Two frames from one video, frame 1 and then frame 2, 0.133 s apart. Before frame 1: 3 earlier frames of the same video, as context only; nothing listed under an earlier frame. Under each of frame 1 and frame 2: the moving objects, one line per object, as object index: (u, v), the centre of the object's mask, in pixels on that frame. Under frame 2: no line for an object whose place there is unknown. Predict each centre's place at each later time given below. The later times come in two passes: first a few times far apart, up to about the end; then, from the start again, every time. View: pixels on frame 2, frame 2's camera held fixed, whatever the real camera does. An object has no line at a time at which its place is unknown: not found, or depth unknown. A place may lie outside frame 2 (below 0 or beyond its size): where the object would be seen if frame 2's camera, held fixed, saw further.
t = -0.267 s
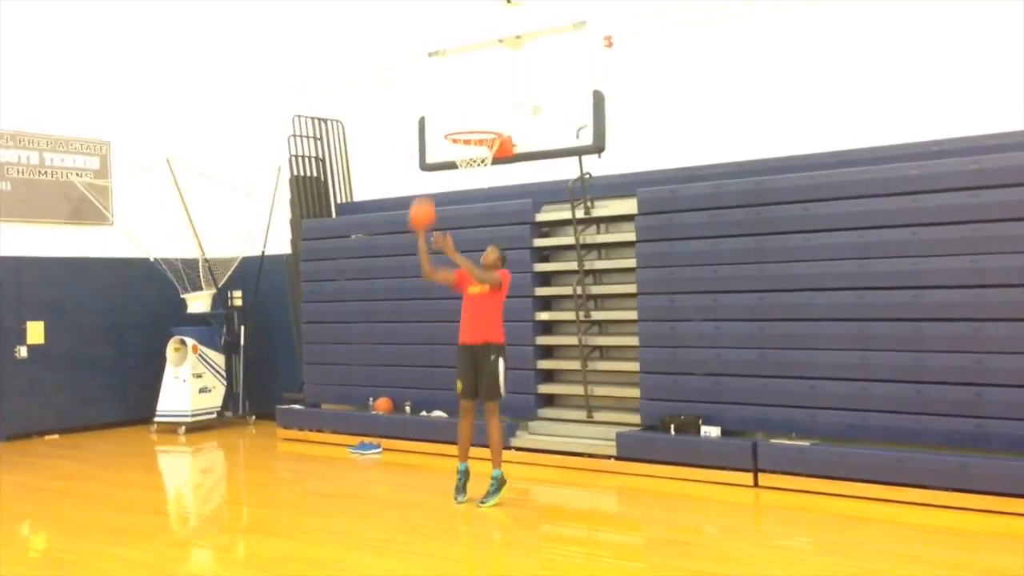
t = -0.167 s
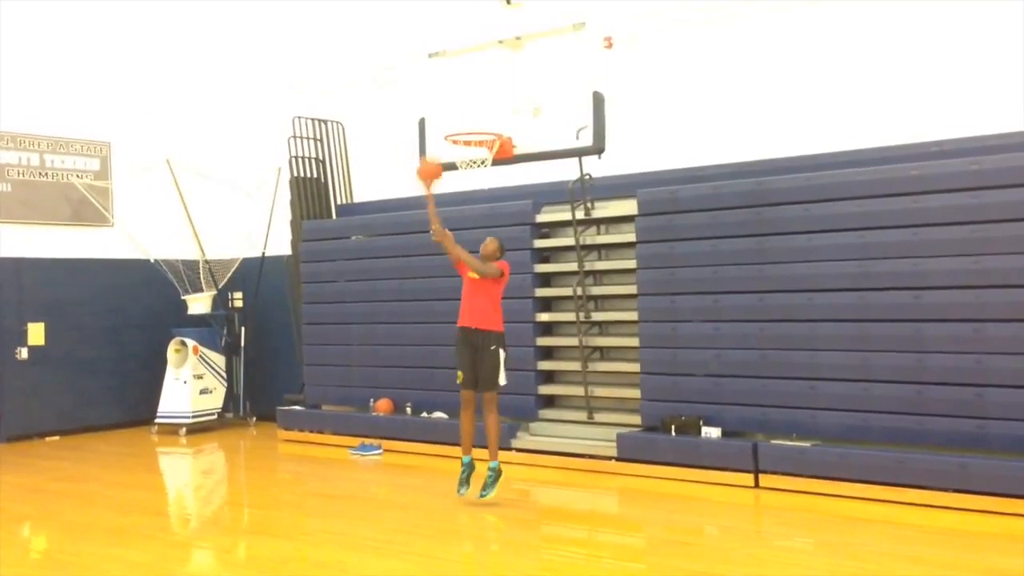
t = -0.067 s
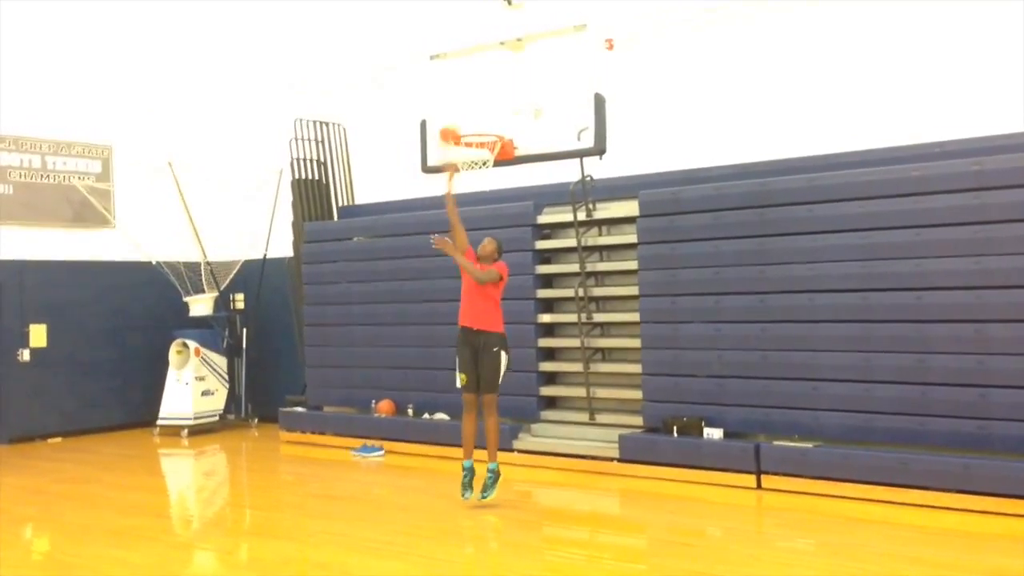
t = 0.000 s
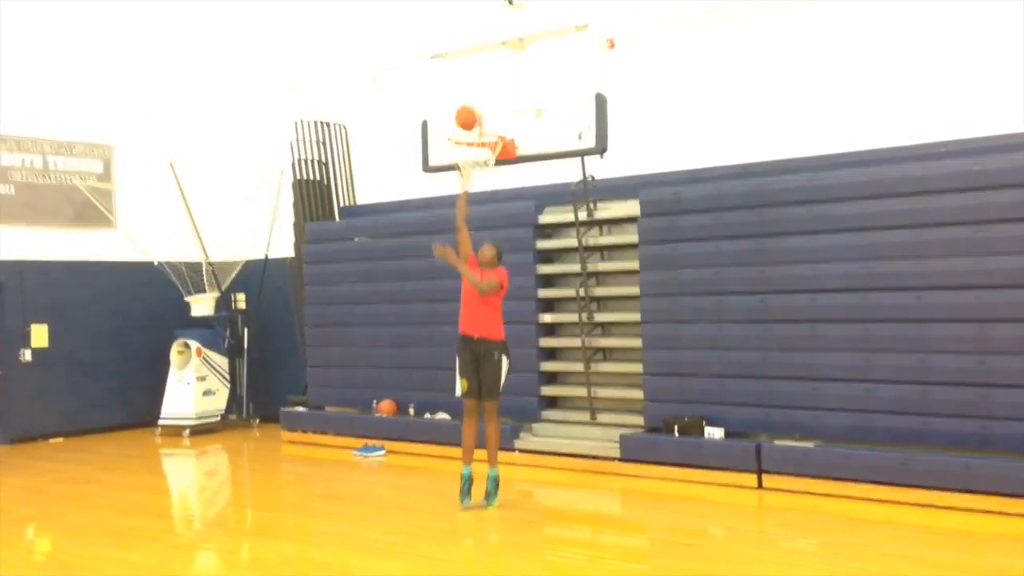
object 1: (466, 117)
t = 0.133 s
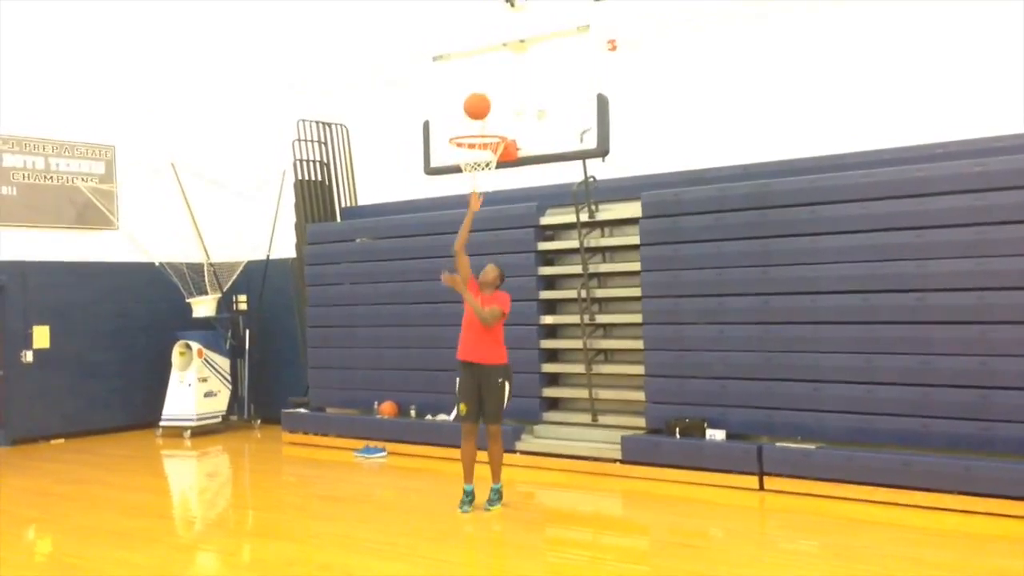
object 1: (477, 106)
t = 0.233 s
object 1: (480, 110)
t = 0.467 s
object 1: (481, 165)
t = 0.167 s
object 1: (477, 106)
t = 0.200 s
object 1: (479, 107)
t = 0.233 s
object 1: (480, 110)
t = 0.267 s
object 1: (480, 115)
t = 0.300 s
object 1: (481, 121)
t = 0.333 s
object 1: (482, 128)
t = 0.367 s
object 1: (484, 138)
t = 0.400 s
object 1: (484, 148)
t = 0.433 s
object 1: (482, 156)
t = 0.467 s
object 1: (481, 165)
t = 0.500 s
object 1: (478, 180)
